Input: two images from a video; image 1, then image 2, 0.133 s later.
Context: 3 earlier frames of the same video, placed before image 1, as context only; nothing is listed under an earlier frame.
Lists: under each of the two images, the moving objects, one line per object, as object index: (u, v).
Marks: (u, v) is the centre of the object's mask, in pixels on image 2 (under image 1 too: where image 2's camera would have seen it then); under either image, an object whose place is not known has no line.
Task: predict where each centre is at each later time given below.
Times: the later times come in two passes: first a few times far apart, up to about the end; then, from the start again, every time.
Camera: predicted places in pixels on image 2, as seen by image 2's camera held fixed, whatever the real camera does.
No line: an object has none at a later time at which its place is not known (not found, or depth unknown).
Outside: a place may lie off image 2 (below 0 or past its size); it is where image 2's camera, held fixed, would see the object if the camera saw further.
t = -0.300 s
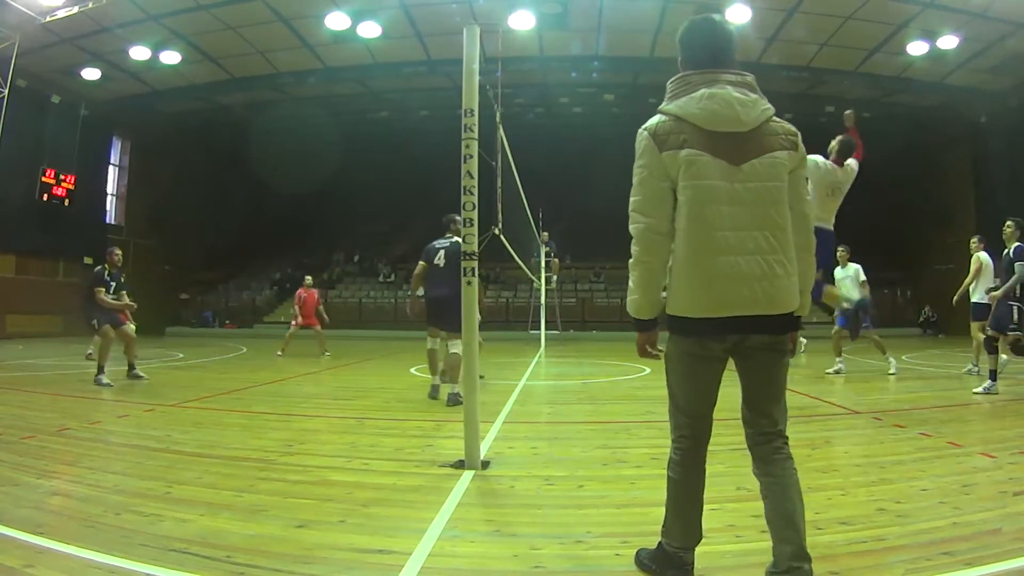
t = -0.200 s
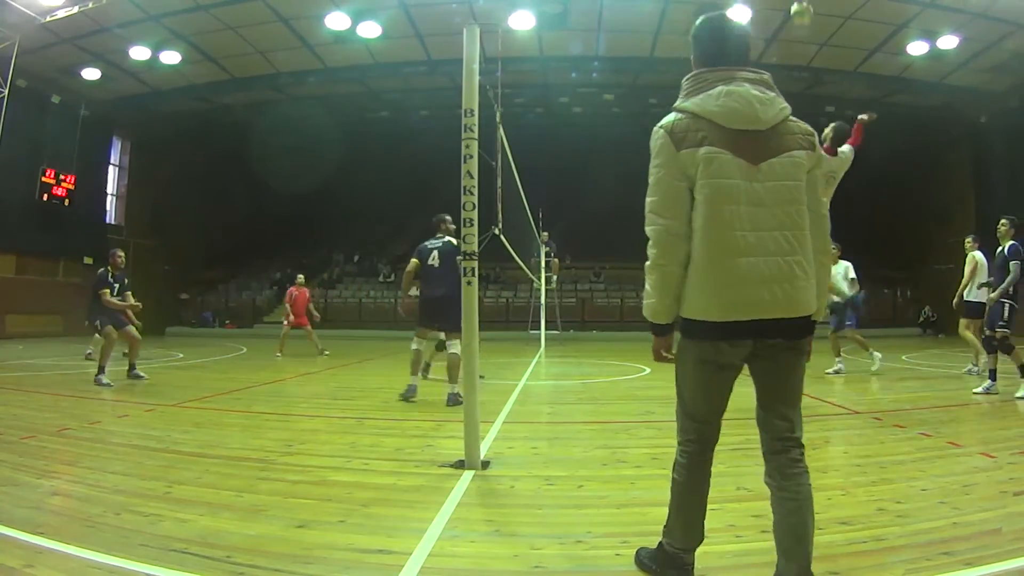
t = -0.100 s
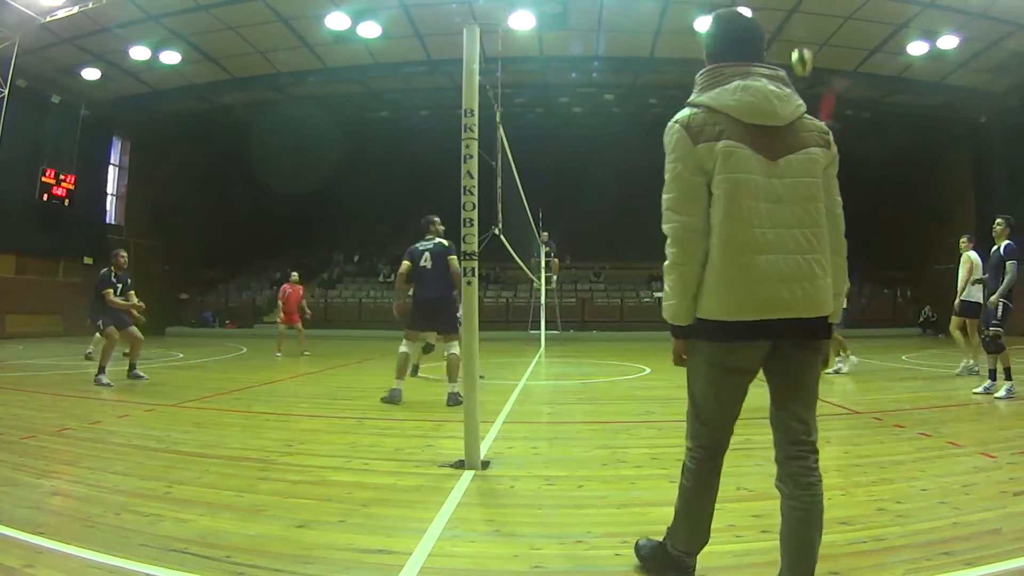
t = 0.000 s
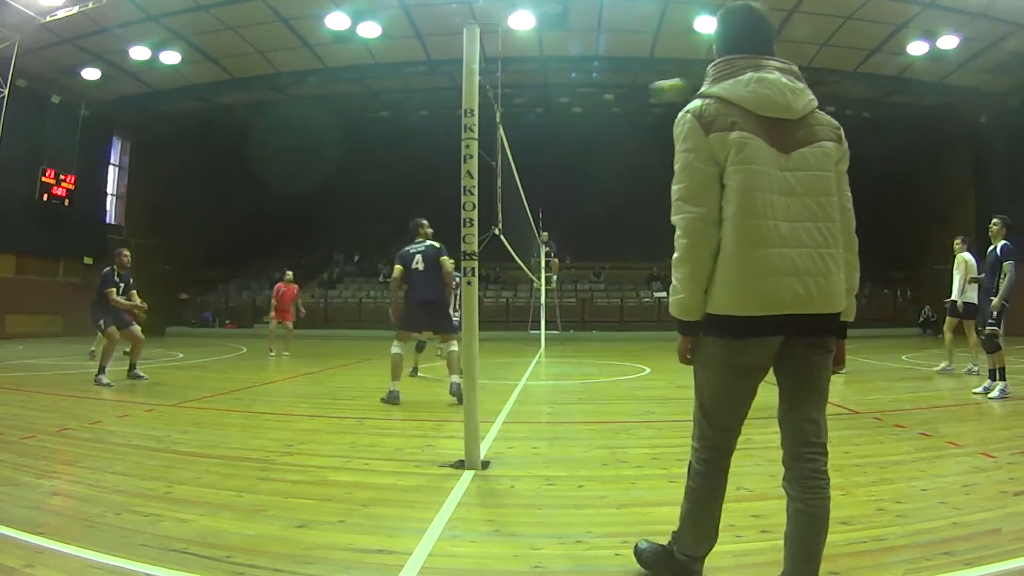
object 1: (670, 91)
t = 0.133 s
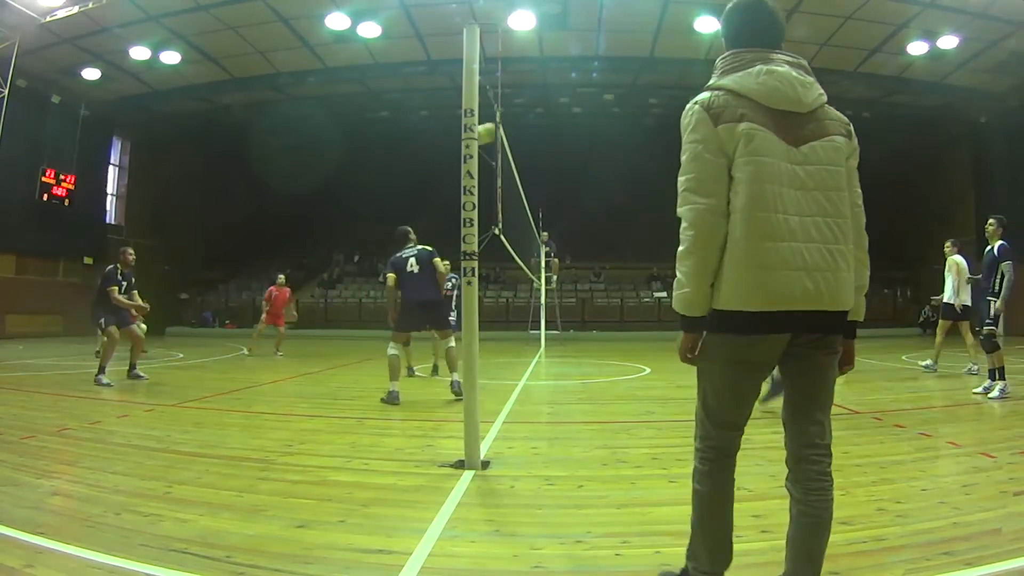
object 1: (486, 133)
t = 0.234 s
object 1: (382, 174)
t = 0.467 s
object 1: (237, 266)
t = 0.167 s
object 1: (446, 147)
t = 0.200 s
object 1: (412, 160)
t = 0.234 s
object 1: (382, 174)
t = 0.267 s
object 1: (355, 187)
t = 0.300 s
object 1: (330, 201)
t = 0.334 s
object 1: (308, 214)
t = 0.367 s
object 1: (288, 227)
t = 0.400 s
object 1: (269, 239)
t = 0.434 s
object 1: (252, 253)
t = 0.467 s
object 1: (237, 266)
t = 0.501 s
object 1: (223, 278)
